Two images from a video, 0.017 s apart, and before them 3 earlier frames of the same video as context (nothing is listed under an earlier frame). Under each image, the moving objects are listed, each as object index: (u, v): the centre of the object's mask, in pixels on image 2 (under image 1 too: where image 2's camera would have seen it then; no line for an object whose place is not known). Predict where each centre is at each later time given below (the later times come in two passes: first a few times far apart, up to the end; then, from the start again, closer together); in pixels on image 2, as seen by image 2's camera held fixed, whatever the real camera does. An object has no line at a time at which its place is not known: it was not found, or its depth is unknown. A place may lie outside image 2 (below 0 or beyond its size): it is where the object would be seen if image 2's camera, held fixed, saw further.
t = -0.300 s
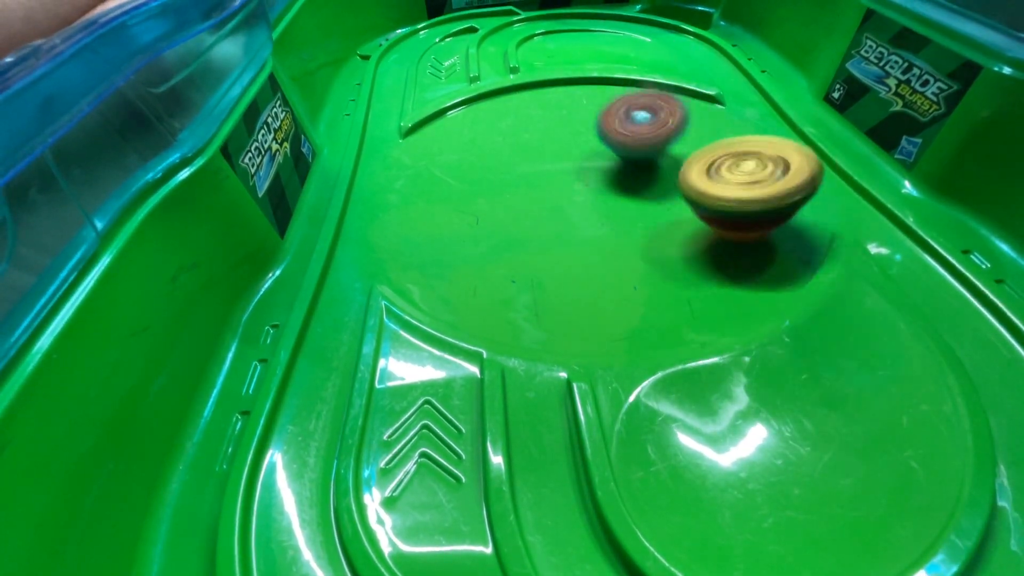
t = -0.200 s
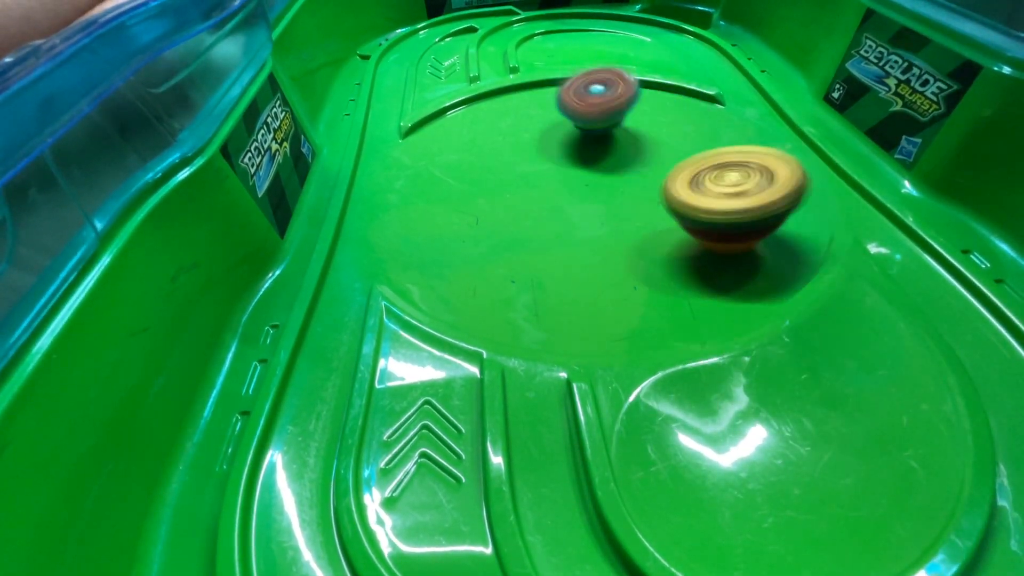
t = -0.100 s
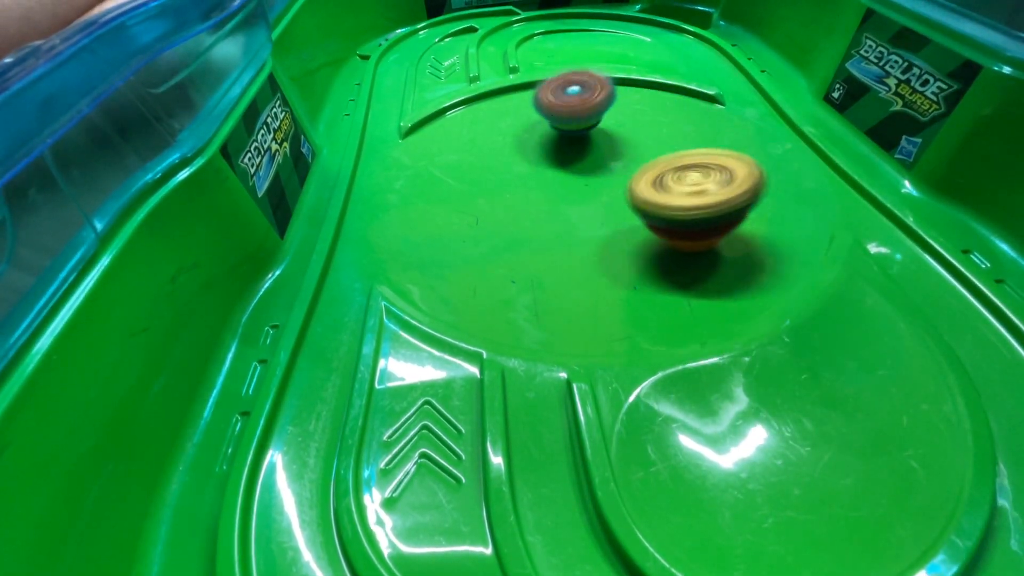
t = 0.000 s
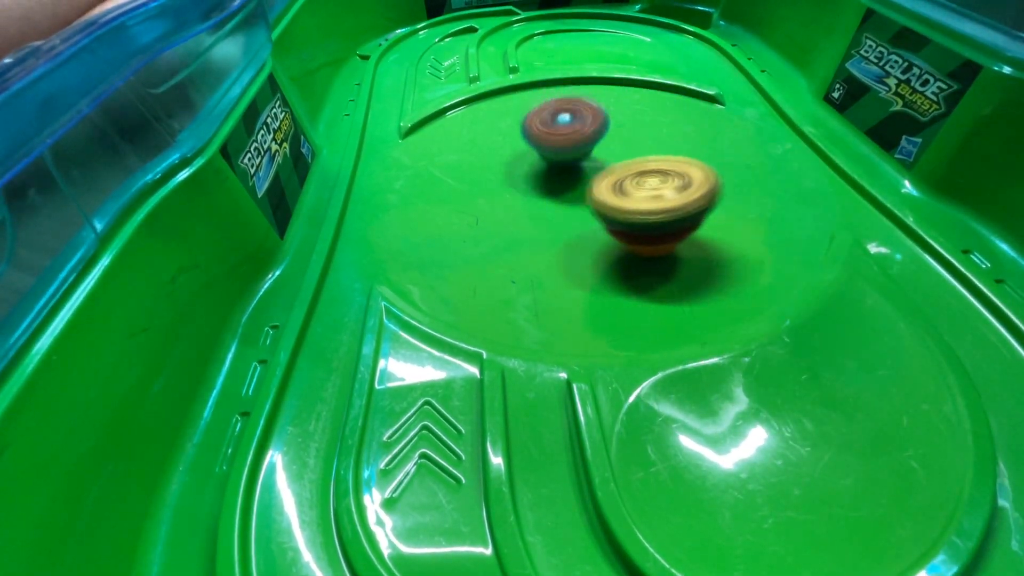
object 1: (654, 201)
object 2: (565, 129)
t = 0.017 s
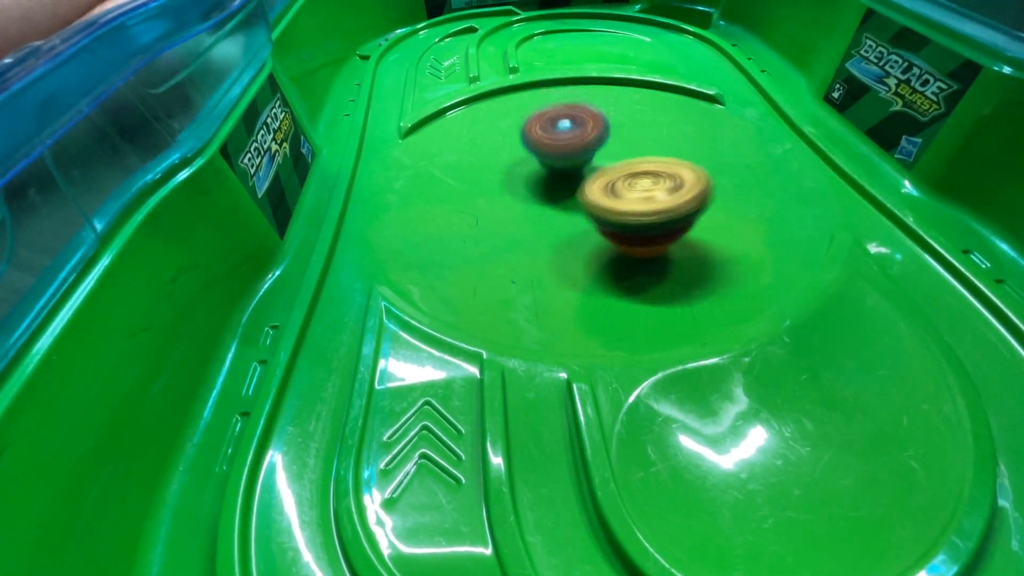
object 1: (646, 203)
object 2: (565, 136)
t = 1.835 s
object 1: (552, 79)
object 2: (652, 197)
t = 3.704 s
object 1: (666, 146)
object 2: (468, 129)
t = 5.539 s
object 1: (580, 133)
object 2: (508, 200)
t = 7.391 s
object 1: (569, 136)
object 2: (606, 212)
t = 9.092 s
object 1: (533, 168)
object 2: (660, 165)
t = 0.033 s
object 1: (637, 204)
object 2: (566, 143)
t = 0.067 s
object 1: (621, 207)
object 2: (568, 150)
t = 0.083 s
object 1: (615, 216)
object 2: (570, 150)
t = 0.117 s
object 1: (607, 240)
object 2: (571, 141)
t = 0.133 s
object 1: (603, 250)
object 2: (571, 135)
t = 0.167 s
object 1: (598, 268)
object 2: (569, 124)
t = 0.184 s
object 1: (598, 276)
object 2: (569, 119)
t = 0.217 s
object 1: (597, 289)
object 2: (565, 112)
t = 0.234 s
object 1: (597, 286)
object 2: (564, 110)
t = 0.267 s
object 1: (595, 283)
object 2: (560, 106)
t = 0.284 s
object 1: (595, 280)
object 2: (558, 105)
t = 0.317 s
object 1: (594, 274)
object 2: (554, 105)
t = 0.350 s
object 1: (594, 269)
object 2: (552, 105)
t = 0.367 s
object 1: (595, 267)
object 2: (550, 105)
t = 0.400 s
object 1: (597, 263)
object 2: (548, 107)
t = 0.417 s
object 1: (598, 260)
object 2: (546, 107)
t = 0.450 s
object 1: (599, 256)
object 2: (544, 109)
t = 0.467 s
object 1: (599, 253)
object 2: (544, 110)
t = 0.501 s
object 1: (596, 249)
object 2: (543, 112)
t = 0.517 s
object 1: (595, 247)
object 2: (542, 114)
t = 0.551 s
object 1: (589, 243)
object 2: (542, 116)
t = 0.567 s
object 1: (585, 241)
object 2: (542, 117)
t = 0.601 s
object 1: (575, 235)
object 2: (543, 120)
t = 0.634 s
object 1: (565, 230)
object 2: (544, 123)
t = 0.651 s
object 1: (559, 226)
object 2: (545, 124)
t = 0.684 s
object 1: (547, 220)
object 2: (546, 127)
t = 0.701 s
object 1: (542, 217)
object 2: (546, 129)
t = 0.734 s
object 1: (528, 210)
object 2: (548, 131)
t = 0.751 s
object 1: (520, 207)
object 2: (550, 133)
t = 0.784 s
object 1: (506, 201)
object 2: (553, 135)
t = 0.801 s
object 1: (499, 197)
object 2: (555, 136)
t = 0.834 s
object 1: (485, 192)
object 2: (558, 139)
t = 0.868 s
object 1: (471, 185)
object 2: (562, 142)
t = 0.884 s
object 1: (464, 182)
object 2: (564, 143)
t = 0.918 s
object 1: (451, 177)
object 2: (568, 145)
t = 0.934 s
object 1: (445, 174)
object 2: (570, 146)
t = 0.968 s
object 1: (435, 170)
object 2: (574, 148)
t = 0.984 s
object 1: (429, 168)
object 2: (576, 148)
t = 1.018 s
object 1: (418, 165)
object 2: (581, 150)
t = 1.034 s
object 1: (414, 164)
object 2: (583, 150)
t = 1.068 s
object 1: (407, 163)
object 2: (586, 152)
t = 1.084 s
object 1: (405, 163)
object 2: (588, 153)
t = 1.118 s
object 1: (403, 164)
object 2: (591, 155)
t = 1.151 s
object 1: (405, 166)
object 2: (595, 156)
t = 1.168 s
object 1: (407, 167)
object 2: (597, 157)
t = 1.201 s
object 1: (413, 171)
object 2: (600, 159)
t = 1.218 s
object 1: (415, 172)
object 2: (602, 160)
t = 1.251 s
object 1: (421, 175)
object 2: (604, 162)
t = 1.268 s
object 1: (425, 176)
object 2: (605, 163)
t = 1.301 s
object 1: (433, 176)
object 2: (608, 165)
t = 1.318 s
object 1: (438, 175)
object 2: (608, 166)
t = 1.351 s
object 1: (449, 172)
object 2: (610, 168)
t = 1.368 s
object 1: (455, 171)
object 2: (611, 169)
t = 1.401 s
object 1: (470, 167)
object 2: (612, 171)
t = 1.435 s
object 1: (483, 161)
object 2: (612, 173)
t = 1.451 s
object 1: (490, 159)
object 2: (612, 174)
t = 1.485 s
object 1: (505, 153)
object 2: (613, 176)
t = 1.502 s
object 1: (511, 149)
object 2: (613, 177)
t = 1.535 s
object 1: (517, 139)
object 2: (623, 182)
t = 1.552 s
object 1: (519, 135)
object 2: (628, 184)
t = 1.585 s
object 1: (526, 125)
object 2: (636, 188)
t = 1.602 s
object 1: (529, 121)
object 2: (640, 189)
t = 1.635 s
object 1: (535, 113)
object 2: (645, 191)
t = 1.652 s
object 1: (537, 109)
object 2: (647, 192)
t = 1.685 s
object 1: (542, 102)
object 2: (650, 193)
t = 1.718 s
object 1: (546, 95)
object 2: (652, 194)
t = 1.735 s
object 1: (547, 92)
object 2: (653, 194)
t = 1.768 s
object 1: (549, 87)
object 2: (653, 195)
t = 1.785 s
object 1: (550, 85)
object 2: (653, 195)
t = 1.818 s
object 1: (551, 81)
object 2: (653, 196)
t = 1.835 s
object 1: (552, 79)
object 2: (652, 197)
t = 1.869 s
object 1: (552, 78)
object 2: (651, 198)
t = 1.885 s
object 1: (552, 78)
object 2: (650, 198)
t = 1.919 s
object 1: (551, 79)
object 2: (648, 199)
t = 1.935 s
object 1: (551, 80)
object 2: (647, 199)
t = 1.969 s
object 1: (550, 83)
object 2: (644, 199)
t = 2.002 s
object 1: (549, 87)
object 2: (641, 200)
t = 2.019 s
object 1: (548, 89)
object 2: (639, 200)
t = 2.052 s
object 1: (547, 93)
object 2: (636, 201)
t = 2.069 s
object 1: (547, 96)
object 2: (634, 201)
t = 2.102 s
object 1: (547, 100)
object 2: (631, 202)
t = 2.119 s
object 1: (548, 102)
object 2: (629, 202)
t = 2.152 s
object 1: (551, 108)
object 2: (625, 202)
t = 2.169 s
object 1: (554, 110)
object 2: (622, 202)
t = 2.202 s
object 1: (562, 115)
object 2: (617, 201)
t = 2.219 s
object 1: (566, 118)
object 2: (613, 201)
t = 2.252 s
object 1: (577, 123)
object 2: (609, 201)
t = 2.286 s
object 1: (589, 126)
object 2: (604, 201)
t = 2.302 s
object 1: (596, 127)
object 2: (601, 200)
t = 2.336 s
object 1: (617, 120)
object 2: (587, 220)
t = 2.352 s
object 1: (626, 113)
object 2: (579, 231)
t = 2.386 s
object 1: (642, 100)
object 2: (563, 250)
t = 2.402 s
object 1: (648, 95)
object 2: (557, 258)
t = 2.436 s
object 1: (657, 84)
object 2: (547, 271)
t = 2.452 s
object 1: (660, 79)
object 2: (544, 276)
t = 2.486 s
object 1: (665, 71)
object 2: (542, 283)
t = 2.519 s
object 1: (666, 63)
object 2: (541, 289)
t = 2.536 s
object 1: (665, 61)
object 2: (539, 290)
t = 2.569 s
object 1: (663, 57)
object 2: (536, 293)
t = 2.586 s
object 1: (660, 56)
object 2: (534, 293)
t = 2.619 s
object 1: (653, 55)
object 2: (531, 293)
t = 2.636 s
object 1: (650, 55)
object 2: (530, 292)
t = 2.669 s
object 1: (642, 57)
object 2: (527, 291)
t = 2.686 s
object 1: (638, 59)
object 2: (526, 289)
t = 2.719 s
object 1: (631, 63)
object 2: (524, 286)
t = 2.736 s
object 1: (627, 66)
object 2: (524, 284)
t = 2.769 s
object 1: (618, 74)
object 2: (521, 279)
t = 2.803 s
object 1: (608, 83)
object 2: (518, 273)
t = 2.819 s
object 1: (604, 89)
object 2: (517, 270)
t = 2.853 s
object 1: (595, 101)
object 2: (514, 259)
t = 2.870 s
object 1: (592, 107)
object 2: (514, 260)
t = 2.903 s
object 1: (586, 119)
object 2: (510, 248)
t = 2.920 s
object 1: (585, 125)
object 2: (509, 248)
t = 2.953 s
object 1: (582, 138)
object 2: (506, 236)
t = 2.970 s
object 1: (582, 144)
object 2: (505, 232)
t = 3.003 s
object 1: (585, 156)
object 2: (504, 224)
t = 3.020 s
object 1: (588, 163)
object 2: (502, 225)
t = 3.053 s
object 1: (606, 173)
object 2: (487, 214)
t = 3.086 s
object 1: (637, 179)
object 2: (463, 218)
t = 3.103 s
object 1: (652, 181)
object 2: (454, 216)
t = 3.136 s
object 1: (676, 184)
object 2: (439, 213)
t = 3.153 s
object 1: (688, 184)
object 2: (434, 206)
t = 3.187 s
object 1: (708, 184)
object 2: (427, 208)
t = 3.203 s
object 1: (719, 183)
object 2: (423, 205)
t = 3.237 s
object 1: (737, 181)
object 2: (417, 201)
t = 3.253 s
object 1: (747, 179)
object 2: (416, 198)
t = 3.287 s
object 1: (762, 175)
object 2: (413, 193)
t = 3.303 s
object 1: (769, 173)
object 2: (412, 190)
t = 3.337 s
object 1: (779, 168)
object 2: (411, 185)
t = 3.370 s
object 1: (787, 164)
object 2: (412, 179)
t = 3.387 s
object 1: (789, 161)
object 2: (412, 177)
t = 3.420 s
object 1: (790, 156)
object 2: (414, 172)
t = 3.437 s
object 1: (788, 153)
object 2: (416, 169)
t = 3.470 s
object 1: (782, 148)
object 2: (419, 165)
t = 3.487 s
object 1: (778, 145)
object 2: (422, 162)
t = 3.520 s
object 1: (766, 142)
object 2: (427, 157)
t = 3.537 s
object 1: (759, 141)
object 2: (430, 155)
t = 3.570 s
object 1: (744, 139)
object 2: (436, 149)
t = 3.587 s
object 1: (735, 139)
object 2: (439, 147)
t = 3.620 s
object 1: (716, 140)
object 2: (446, 142)
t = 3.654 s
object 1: (696, 141)
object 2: (454, 137)
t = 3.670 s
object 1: (686, 143)
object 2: (459, 134)
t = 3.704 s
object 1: (666, 146)
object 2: (468, 129)
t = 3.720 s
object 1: (656, 148)
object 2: (473, 127)
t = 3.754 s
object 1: (634, 152)
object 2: (482, 122)
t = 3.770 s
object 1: (625, 154)
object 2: (486, 120)
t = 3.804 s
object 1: (605, 159)
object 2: (494, 115)
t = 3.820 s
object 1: (597, 161)
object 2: (499, 113)
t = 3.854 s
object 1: (577, 166)
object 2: (508, 109)
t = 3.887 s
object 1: (559, 171)
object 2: (517, 106)
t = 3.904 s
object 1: (550, 174)
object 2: (522, 104)
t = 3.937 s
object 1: (533, 179)
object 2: (531, 102)
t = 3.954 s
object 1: (526, 182)
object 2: (536, 101)
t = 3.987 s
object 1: (511, 187)
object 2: (545, 98)
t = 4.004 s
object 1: (505, 190)
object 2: (550, 98)
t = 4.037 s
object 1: (494, 195)
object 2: (559, 96)
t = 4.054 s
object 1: (489, 198)
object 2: (564, 95)
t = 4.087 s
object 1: (480, 203)
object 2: (574, 94)
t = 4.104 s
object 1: (476, 205)
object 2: (579, 93)
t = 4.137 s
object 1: (470, 210)
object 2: (588, 92)
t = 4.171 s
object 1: (466, 213)
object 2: (598, 92)
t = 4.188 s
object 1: (465, 216)
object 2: (603, 92)
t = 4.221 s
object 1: (464, 219)
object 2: (612, 92)
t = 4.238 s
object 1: (464, 220)
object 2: (617, 92)
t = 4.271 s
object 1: (465, 220)
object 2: (626, 94)
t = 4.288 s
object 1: (465, 220)
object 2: (631, 94)
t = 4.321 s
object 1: (468, 220)
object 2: (641, 96)
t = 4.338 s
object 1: (469, 220)
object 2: (645, 97)
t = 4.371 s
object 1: (472, 220)
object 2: (654, 100)
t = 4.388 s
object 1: (475, 220)
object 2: (659, 101)
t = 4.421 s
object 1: (481, 219)
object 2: (667, 104)
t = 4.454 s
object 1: (491, 216)
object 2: (676, 108)
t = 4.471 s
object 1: (497, 214)
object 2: (680, 109)
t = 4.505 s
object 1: (507, 209)
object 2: (688, 113)
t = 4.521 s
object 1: (513, 207)
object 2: (691, 115)
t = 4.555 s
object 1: (522, 200)
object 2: (698, 119)
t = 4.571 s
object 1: (527, 197)
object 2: (702, 121)
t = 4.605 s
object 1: (535, 190)
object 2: (708, 126)
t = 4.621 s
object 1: (538, 186)
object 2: (711, 129)
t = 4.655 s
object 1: (544, 179)
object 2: (716, 134)
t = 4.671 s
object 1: (547, 174)
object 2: (718, 137)
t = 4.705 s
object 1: (550, 167)
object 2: (722, 144)
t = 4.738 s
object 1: (554, 159)
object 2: (724, 150)
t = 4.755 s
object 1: (555, 154)
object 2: (725, 154)
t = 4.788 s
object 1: (559, 147)
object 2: (723, 161)
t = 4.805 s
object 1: (561, 144)
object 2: (723, 164)
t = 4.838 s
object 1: (564, 136)
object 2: (718, 171)
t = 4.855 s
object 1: (565, 132)
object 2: (715, 175)
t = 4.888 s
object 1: (566, 126)
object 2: (709, 181)
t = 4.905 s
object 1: (567, 122)
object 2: (705, 184)
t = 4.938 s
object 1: (568, 117)
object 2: (698, 190)
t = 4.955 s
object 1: (567, 113)
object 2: (693, 193)
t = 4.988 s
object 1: (567, 108)
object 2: (684, 198)
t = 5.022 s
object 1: (566, 104)
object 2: (672, 201)
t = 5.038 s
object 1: (565, 102)
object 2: (669, 208)
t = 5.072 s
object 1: (563, 98)
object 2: (657, 208)
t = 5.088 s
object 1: (563, 97)
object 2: (651, 211)
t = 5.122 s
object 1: (561, 95)
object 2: (641, 213)
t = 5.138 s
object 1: (561, 95)
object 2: (635, 215)
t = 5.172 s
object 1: (561, 96)
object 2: (626, 217)
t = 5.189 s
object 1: (559, 95)
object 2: (620, 217)
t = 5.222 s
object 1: (559, 96)
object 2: (610, 218)
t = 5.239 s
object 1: (558, 96)
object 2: (605, 218)
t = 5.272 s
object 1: (557, 96)
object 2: (594, 217)
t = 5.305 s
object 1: (557, 98)
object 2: (583, 217)
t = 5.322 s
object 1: (557, 99)
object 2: (577, 217)
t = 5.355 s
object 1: (557, 104)
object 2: (567, 215)
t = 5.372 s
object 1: (558, 106)
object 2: (560, 214)
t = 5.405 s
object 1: (560, 111)
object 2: (551, 213)
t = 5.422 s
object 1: (561, 114)
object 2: (544, 211)
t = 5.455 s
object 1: (566, 119)
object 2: (536, 208)
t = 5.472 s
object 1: (568, 122)
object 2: (529, 206)
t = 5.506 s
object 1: (574, 128)
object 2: (521, 203)
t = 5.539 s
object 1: (580, 133)
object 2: (508, 200)
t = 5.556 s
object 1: (585, 136)
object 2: (505, 198)
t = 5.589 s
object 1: (593, 141)
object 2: (494, 194)
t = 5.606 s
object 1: (598, 144)
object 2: (492, 192)
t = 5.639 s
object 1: (607, 149)
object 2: (483, 192)
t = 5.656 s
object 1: (611, 151)
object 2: (481, 191)
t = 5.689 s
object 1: (620, 156)
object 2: (476, 186)
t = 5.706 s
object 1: (625, 159)
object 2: (476, 184)
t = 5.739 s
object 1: (634, 164)
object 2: (474, 179)
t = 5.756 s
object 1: (639, 167)
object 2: (474, 178)
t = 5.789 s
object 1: (647, 172)
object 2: (473, 173)
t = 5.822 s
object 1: (655, 175)
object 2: (474, 168)
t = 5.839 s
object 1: (658, 177)
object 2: (474, 166)
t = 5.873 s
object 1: (666, 180)
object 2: (477, 161)
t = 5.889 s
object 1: (669, 181)
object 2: (478, 159)
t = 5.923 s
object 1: (675, 184)
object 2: (482, 154)
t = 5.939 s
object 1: (678, 185)
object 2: (483, 152)
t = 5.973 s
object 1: (683, 187)
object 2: (487, 148)
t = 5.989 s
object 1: (684, 188)
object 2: (489, 146)
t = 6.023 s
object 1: (683, 188)
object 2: (495, 142)
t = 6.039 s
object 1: (682, 188)
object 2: (497, 140)
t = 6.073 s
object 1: (682, 188)
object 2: (503, 137)
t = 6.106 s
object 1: (683, 188)
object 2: (508, 134)
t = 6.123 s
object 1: (683, 188)
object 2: (511, 132)
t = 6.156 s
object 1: (683, 187)
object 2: (518, 130)
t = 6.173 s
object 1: (680, 187)
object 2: (522, 128)
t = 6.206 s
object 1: (673, 186)
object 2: (529, 126)
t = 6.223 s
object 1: (668, 185)
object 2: (533, 125)
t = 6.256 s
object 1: (659, 184)
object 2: (541, 123)
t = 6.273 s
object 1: (654, 184)
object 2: (545, 122)
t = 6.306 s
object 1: (643, 184)
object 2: (553, 120)
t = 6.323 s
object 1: (637, 183)
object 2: (558, 119)
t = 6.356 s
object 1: (625, 182)
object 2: (566, 118)
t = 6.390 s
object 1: (614, 182)
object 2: (573, 115)
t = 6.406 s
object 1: (607, 181)
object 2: (578, 114)
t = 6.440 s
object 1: (594, 181)
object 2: (586, 112)
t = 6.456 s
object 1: (587, 182)
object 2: (591, 112)
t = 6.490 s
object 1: (574, 182)
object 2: (599, 113)
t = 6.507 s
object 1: (567, 181)
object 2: (603, 113)
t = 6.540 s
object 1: (554, 181)
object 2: (611, 115)
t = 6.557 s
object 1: (549, 181)
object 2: (614, 116)
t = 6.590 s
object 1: (537, 181)
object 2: (621, 117)
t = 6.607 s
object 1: (531, 180)
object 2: (625, 118)
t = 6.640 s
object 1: (521, 180)
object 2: (632, 120)
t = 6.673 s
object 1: (512, 179)
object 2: (638, 123)
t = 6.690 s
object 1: (508, 178)
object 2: (641, 124)
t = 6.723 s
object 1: (501, 176)
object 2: (647, 127)
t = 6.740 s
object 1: (497, 177)
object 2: (650, 129)
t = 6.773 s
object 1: (492, 176)
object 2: (655, 132)
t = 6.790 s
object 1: (488, 175)
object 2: (658, 134)
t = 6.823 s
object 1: (483, 173)
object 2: (662, 138)
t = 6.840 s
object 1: (482, 173)
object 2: (664, 140)
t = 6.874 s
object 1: (482, 172)
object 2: (668, 145)
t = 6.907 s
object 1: (483, 172)
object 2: (670, 150)
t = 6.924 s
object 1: (483, 173)
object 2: (671, 152)
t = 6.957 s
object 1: (483, 173)
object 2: (672, 157)
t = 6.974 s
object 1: (483, 173)
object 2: (673, 159)
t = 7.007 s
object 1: (486, 172)
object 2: (673, 165)
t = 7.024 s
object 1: (489, 171)
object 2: (672, 167)
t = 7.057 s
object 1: (495, 170)
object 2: (671, 172)
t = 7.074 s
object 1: (499, 169)
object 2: (668, 175)
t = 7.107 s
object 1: (506, 166)
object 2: (666, 180)
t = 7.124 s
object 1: (510, 165)
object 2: (665, 182)
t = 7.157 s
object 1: (516, 162)
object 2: (661, 187)
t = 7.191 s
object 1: (524, 158)
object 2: (656, 192)
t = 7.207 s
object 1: (527, 156)
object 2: (652, 194)
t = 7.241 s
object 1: (535, 153)
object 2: (647, 198)
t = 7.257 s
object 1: (539, 151)
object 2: (642, 201)
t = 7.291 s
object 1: (547, 147)
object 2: (634, 204)
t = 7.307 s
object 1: (550, 145)
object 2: (629, 206)
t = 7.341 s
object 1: (557, 141)
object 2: (619, 208)
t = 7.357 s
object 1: (562, 140)
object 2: (616, 210)
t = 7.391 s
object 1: (569, 136)
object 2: (606, 212)
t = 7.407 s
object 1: (572, 134)
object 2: (602, 212)
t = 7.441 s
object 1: (579, 130)
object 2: (592, 213)
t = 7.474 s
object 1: (585, 127)
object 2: (581, 215)
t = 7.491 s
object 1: (589, 126)
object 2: (577, 215)
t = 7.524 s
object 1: (594, 124)
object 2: (567, 215)
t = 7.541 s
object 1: (596, 121)
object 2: (563, 214)
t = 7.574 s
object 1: (600, 119)
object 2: (553, 213)
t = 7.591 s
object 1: (603, 119)
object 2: (548, 213)
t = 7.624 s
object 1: (607, 116)
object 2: (539, 211)
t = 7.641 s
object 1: (609, 116)
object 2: (533, 210)
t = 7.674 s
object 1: (612, 114)
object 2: (526, 202)
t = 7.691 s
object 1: (614, 114)
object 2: (521, 201)
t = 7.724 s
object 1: (616, 114)
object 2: (514, 198)
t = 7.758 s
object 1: (616, 115)
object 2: (510, 195)
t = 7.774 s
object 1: (617, 116)
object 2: (506, 194)
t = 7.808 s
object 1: (617, 117)
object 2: (503, 191)
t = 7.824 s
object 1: (617, 118)
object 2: (503, 189)
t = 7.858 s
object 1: (618, 120)
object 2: (500, 186)
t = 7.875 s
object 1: (617, 121)
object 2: (500, 183)
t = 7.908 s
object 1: (617, 123)
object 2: (498, 179)
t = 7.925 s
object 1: (618, 125)
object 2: (497, 176)
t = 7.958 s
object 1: (618, 129)
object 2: (496, 175)
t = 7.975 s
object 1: (618, 131)
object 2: (495, 172)
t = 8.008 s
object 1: (619, 135)
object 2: (495, 165)
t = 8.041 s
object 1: (620, 140)
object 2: (496, 164)
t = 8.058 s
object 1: (621, 142)
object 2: (496, 161)
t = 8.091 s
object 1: (622, 147)
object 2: (498, 157)
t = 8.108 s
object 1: (623, 150)
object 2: (499, 155)
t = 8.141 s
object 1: (624, 155)
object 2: (502, 151)
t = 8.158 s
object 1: (625, 157)
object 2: (504, 150)
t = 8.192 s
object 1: (626, 163)
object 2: (509, 146)
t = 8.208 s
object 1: (627, 165)
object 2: (512, 144)
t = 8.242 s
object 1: (627, 171)
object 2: (517, 141)
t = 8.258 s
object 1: (626, 173)
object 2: (519, 139)
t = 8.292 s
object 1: (626, 178)
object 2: (526, 136)
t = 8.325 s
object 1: (626, 183)
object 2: (533, 133)
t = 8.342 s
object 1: (626, 185)
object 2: (536, 132)
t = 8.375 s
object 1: (625, 189)
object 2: (544, 130)
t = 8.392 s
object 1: (624, 191)
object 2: (548, 129)
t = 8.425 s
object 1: (623, 194)
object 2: (555, 127)
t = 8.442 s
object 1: (622, 196)
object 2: (560, 127)
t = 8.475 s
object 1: (620, 199)
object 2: (567, 125)
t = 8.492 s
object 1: (619, 200)
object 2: (571, 124)
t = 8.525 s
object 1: (616, 202)
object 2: (579, 124)
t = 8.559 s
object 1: (613, 203)
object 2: (588, 124)
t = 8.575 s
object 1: (611, 203)
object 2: (591, 124)
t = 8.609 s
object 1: (609, 203)
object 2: (599, 123)
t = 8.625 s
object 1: (607, 203)
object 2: (604, 124)
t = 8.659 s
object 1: (606, 202)
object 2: (611, 124)
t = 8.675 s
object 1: (604, 201)
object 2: (616, 124)
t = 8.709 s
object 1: (598, 200)
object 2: (624, 125)
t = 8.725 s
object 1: (596, 199)
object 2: (626, 125)
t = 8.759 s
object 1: (590, 197)
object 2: (633, 127)
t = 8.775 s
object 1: (587, 196)
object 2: (637, 128)
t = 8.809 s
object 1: (582, 194)
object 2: (642, 131)
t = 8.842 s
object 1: (575, 192)
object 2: (647, 133)
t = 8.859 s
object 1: (571, 190)
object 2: (650, 135)
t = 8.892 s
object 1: (565, 187)
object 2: (653, 139)
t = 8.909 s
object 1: (562, 186)
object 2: (655, 141)
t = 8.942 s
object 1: (556, 183)
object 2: (658, 145)
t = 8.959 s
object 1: (553, 181)
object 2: (659, 147)
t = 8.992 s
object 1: (547, 178)
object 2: (660, 151)
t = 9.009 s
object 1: (544, 177)
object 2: (661, 154)
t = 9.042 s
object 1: (539, 173)
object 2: (662, 158)
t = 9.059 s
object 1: (537, 172)
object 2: (662, 160)
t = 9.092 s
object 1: (533, 168)
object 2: (660, 165)
